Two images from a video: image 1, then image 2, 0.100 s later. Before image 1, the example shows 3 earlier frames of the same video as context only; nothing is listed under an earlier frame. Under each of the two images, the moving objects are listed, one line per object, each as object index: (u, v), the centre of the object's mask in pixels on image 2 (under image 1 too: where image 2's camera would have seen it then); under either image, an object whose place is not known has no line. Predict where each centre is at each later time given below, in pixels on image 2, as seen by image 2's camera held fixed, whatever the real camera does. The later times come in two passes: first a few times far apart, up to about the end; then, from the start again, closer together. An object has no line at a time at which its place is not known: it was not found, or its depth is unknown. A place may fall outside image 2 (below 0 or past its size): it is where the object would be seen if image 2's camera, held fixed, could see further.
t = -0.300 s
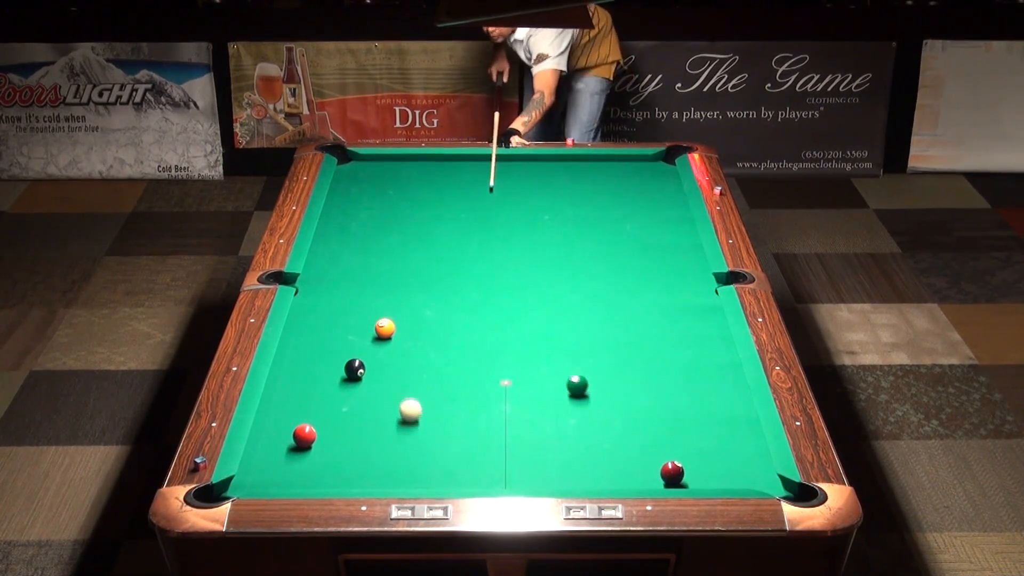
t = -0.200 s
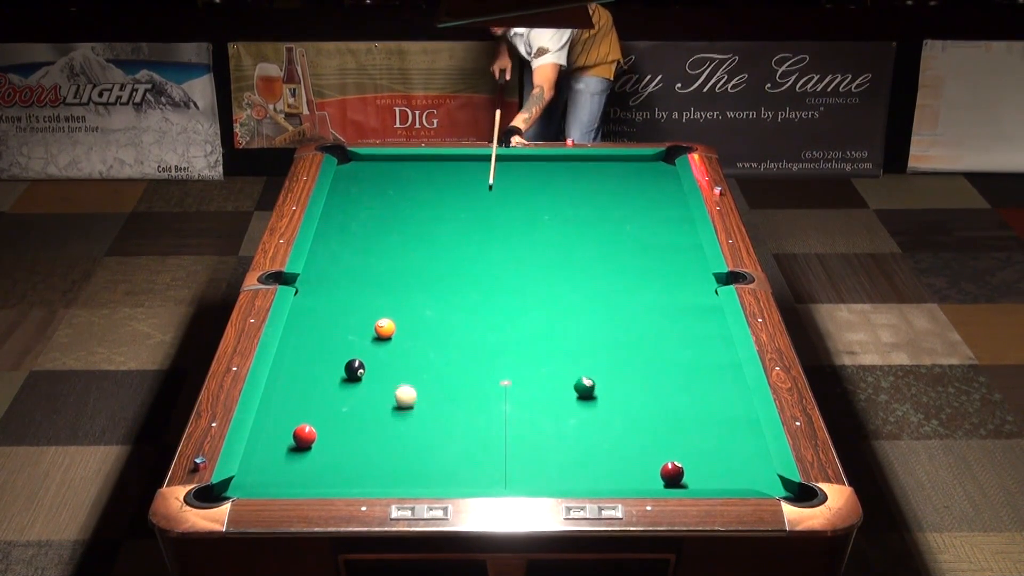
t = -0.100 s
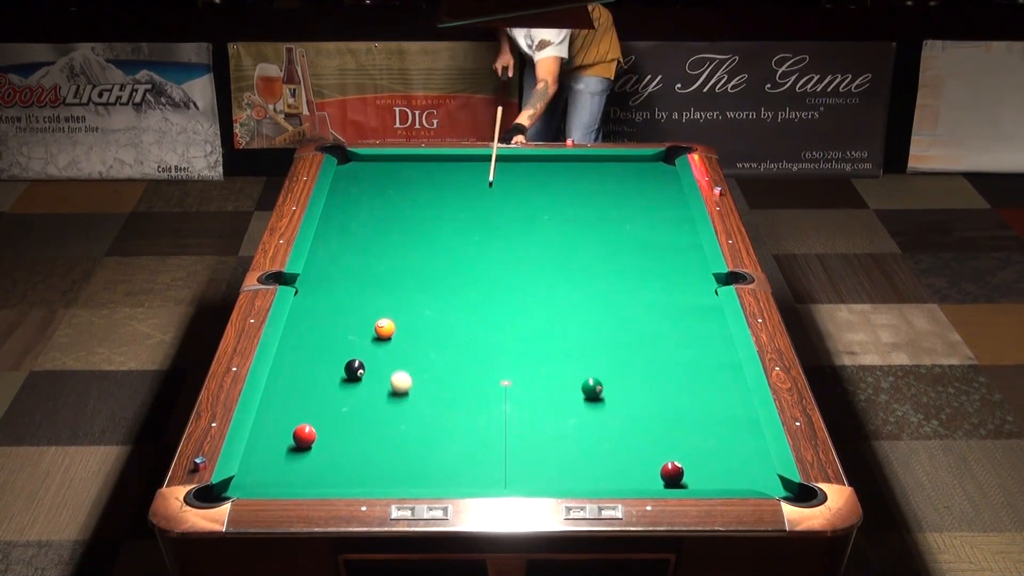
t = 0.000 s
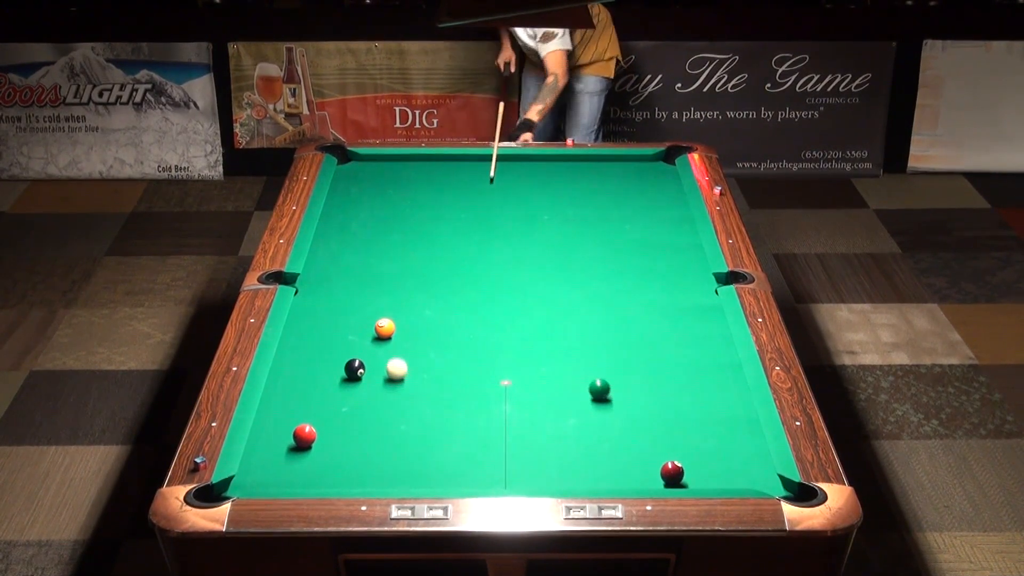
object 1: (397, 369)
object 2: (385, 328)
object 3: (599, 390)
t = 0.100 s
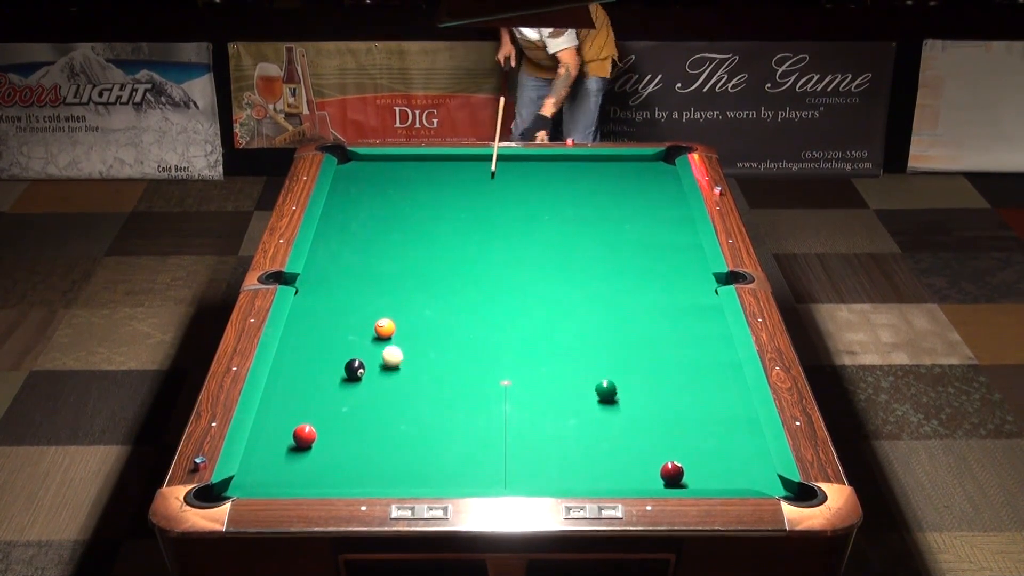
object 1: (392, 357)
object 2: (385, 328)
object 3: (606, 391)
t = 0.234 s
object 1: (387, 341)
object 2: (384, 326)
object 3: (615, 393)
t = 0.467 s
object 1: (381, 333)
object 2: (382, 313)
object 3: (629, 396)
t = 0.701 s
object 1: (376, 328)
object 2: (378, 298)
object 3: (642, 399)
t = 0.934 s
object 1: (372, 323)
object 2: (375, 284)
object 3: (653, 401)
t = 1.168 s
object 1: (368, 319)
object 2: (373, 272)
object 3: (663, 403)
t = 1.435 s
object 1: (364, 316)
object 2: (370, 259)
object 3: (673, 404)
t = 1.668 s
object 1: (362, 313)
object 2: (368, 249)
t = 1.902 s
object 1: (359, 311)
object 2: (366, 240)
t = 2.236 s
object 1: (357, 309)
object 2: (363, 227)
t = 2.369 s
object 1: (357, 308)
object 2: (361, 223)
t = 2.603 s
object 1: (356, 308)
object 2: (360, 215)
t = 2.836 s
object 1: (356, 308)
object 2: (358, 209)
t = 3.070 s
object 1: (356, 308)
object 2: (356, 203)
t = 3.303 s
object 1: (356, 308)
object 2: (355, 197)
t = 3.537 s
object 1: (356, 308)
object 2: (354, 192)
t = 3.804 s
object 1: (356, 308)
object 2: (352, 187)
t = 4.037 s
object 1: (356, 308)
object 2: (351, 184)
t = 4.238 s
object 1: (356, 308)
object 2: (350, 181)
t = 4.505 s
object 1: (356, 308)
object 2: (349, 177)
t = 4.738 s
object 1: (356, 308)
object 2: (348, 174)
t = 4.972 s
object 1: (356, 308)
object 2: (348, 172)
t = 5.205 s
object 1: (356, 308)
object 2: (348, 170)
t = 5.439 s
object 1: (356, 308)
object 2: (348, 168)
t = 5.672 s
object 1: (356, 308)
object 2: (348, 167)
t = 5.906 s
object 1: (356, 308)
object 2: (348, 167)
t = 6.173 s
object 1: (356, 308)
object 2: (348, 166)
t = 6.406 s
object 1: (356, 308)
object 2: (347, 166)
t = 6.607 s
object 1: (356, 308)
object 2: (347, 166)
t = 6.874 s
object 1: (356, 308)
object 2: (347, 166)
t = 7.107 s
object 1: (356, 308)
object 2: (347, 166)
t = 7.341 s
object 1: (356, 308)
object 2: (347, 166)
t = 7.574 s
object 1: (356, 308)
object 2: (347, 166)
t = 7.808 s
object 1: (356, 308)
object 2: (347, 165)
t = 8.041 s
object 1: (356, 308)
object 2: (347, 166)
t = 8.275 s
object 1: (356, 308)
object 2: (347, 166)
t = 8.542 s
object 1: (356, 308)
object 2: (347, 166)
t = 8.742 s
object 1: (356, 308)
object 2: (347, 166)
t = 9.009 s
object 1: (356, 308)
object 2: (347, 166)
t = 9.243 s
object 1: (356, 308)
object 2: (347, 166)
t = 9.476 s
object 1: (356, 308)
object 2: (347, 166)
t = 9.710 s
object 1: (356, 308)
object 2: (347, 166)
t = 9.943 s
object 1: (356, 308)
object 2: (347, 166)
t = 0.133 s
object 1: (391, 352)
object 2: (384, 328)
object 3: (608, 392)
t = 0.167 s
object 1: (390, 348)
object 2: (385, 328)
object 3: (611, 392)
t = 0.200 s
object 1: (388, 344)
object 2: (384, 327)
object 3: (613, 393)
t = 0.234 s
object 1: (387, 341)
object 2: (384, 326)
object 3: (615, 393)
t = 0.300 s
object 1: (385, 337)
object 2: (384, 322)
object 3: (619, 394)
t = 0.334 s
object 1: (384, 336)
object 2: (383, 320)
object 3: (621, 395)
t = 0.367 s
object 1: (383, 336)
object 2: (383, 318)
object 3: (623, 395)
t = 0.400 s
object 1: (383, 335)
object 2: (383, 316)
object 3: (625, 395)
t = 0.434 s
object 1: (382, 334)
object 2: (382, 314)
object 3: (627, 395)
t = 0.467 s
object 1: (381, 333)
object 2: (382, 313)
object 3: (629, 396)
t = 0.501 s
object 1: (380, 332)
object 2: (381, 311)
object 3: (631, 396)
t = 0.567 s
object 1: (379, 331)
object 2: (380, 306)
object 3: (635, 397)
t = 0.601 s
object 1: (378, 330)
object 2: (380, 304)
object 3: (637, 397)
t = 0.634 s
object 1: (378, 329)
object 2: (379, 302)
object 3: (639, 398)
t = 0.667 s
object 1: (377, 328)
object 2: (379, 300)
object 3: (640, 398)
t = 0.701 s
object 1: (376, 328)
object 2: (378, 298)
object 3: (642, 399)
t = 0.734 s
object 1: (376, 327)
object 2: (378, 296)
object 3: (644, 399)
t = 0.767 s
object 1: (375, 327)
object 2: (378, 294)
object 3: (645, 399)
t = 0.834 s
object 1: (374, 325)
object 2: (377, 290)
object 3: (649, 400)
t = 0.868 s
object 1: (373, 325)
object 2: (376, 288)
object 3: (650, 400)
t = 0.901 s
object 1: (373, 324)
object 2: (376, 286)
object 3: (652, 400)
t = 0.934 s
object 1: (372, 323)
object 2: (375, 284)
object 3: (653, 401)
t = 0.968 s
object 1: (371, 323)
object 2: (375, 283)
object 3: (655, 401)
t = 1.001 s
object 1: (371, 322)
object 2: (375, 281)
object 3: (656, 401)
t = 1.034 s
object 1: (370, 322)
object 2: (374, 279)
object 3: (658, 402)
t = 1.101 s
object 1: (369, 321)
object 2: (374, 275)
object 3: (660, 402)
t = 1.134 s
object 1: (369, 320)
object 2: (373, 274)
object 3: (662, 402)
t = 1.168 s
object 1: (368, 319)
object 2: (373, 272)
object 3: (663, 403)
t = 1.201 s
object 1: (367, 319)
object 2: (373, 270)
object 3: (664, 403)
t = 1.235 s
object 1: (367, 319)
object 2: (372, 268)
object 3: (666, 403)
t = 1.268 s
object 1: (367, 318)
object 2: (372, 267)
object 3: (667, 403)
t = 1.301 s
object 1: (366, 318)
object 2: (371, 265)
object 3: (668, 404)
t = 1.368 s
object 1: (365, 317)
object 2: (371, 262)
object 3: (671, 404)
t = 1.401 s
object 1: (365, 316)
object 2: (371, 261)
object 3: (672, 405)
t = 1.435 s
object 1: (364, 316)
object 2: (370, 259)
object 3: (673, 404)
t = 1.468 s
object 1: (364, 315)
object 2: (370, 258)
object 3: (674, 405)
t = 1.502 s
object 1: (363, 315)
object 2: (370, 256)
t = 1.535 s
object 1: (363, 315)
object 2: (369, 255)
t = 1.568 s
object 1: (363, 314)
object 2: (369, 253)
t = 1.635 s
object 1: (362, 314)
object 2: (368, 250)
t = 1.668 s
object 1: (362, 313)
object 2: (368, 249)
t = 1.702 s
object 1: (361, 313)
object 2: (367, 248)
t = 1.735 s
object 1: (361, 313)
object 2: (367, 246)
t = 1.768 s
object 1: (361, 312)
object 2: (367, 245)
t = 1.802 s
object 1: (360, 312)
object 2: (366, 243)
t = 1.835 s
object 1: (360, 312)
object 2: (366, 242)
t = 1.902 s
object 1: (359, 311)
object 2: (366, 240)
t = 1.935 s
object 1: (359, 311)
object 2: (365, 238)
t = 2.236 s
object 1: (357, 309)
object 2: (363, 227)
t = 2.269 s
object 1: (357, 309)
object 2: (362, 226)
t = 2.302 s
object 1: (357, 309)
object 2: (362, 225)
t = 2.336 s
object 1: (357, 309)
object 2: (362, 224)
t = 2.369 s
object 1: (357, 308)
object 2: (361, 223)
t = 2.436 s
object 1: (356, 308)
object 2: (361, 220)
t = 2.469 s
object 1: (356, 308)
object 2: (361, 220)
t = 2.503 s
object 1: (356, 308)
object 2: (361, 219)
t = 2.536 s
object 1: (356, 308)
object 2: (360, 218)
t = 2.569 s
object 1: (356, 308)
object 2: (360, 217)
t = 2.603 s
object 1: (356, 308)
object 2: (360, 215)
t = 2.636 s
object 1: (356, 308)
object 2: (360, 215)
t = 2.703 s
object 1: (356, 308)
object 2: (359, 213)
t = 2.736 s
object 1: (356, 308)
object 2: (359, 211)
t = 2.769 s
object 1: (356, 308)
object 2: (358, 211)
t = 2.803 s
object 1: (356, 308)
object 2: (358, 210)
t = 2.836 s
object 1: (356, 308)
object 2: (358, 209)
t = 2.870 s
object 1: (356, 308)
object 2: (358, 208)
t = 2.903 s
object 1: (356, 308)
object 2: (357, 207)
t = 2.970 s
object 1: (356, 308)
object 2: (357, 205)
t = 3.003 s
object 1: (356, 308)
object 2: (357, 205)
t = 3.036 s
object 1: (356, 308)
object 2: (356, 204)
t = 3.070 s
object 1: (356, 308)
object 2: (356, 203)
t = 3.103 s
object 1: (356, 308)
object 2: (356, 202)
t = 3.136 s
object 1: (356, 308)
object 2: (356, 201)
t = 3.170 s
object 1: (356, 308)
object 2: (356, 201)
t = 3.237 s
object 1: (356, 308)
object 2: (355, 199)
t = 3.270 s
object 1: (356, 308)
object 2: (355, 198)
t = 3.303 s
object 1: (356, 308)
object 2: (355, 197)
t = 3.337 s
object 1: (356, 308)
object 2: (355, 197)
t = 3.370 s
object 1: (356, 308)
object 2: (355, 196)
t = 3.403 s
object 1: (356, 308)
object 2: (354, 195)
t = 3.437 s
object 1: (356, 308)
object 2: (354, 194)
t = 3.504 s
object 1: (356, 308)
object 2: (354, 193)
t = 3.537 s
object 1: (356, 308)
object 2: (354, 192)
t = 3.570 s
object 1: (356, 308)
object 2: (353, 192)
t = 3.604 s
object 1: (356, 308)
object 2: (353, 191)
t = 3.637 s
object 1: (356, 308)
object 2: (353, 190)
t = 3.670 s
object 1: (356, 308)
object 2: (353, 190)
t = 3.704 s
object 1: (356, 308)
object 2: (353, 189)
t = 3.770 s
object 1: (356, 308)
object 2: (352, 188)
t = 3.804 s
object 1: (356, 308)
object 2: (352, 187)
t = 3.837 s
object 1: (356, 308)
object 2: (352, 187)
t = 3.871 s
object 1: (356, 308)
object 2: (352, 186)
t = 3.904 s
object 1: (356, 308)
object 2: (352, 186)
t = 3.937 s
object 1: (356, 308)
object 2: (352, 185)
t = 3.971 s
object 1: (356, 308)
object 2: (351, 185)
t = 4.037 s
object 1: (356, 308)
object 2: (351, 184)
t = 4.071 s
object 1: (356, 308)
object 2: (351, 183)
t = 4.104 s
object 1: (356, 308)
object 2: (351, 182)
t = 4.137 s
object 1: (356, 308)
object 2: (350, 182)
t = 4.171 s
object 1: (356, 308)
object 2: (350, 181)
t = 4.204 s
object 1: (356, 308)
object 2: (350, 181)
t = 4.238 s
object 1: (356, 308)
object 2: (350, 181)
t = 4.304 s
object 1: (356, 308)
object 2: (349, 179)
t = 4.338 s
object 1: (356, 308)
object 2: (349, 179)
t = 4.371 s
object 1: (356, 308)
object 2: (349, 179)
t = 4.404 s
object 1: (356, 308)
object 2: (349, 178)
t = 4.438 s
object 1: (356, 308)
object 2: (349, 178)
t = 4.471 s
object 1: (356, 308)
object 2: (349, 177)
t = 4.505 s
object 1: (356, 308)
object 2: (349, 177)
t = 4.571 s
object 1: (356, 308)
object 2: (348, 176)
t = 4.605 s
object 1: (356, 308)
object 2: (348, 176)
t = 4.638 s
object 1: (356, 308)
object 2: (348, 175)
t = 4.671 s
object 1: (356, 308)
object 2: (348, 175)
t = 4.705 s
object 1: (356, 308)
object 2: (348, 175)
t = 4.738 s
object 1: (356, 308)
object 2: (348, 174)
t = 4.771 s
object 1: (356, 308)
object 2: (348, 174)
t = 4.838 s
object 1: (356, 308)
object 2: (347, 173)
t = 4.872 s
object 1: (356, 308)
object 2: (348, 173)
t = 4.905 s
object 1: (356, 308)
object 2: (348, 173)
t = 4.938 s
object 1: (356, 308)
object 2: (348, 172)
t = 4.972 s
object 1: (356, 308)
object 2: (348, 172)
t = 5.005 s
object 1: (356, 308)
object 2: (348, 171)
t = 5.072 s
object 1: (356, 308)
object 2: (348, 171)
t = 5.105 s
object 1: (356, 308)
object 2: (348, 171)
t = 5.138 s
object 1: (356, 308)
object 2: (348, 171)
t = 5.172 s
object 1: (356, 308)
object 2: (348, 170)
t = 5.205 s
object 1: (356, 308)
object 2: (348, 170)
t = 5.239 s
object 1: (356, 308)
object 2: (348, 170)
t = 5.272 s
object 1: (356, 308)
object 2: (348, 170)
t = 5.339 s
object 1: (356, 308)
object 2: (348, 169)
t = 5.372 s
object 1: (356, 308)
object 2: (348, 169)
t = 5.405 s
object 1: (356, 308)
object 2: (348, 169)
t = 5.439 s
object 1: (356, 308)
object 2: (348, 168)
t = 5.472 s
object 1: (356, 308)
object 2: (348, 168)
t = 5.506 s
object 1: (356, 308)
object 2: (348, 168)
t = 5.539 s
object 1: (356, 308)
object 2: (348, 168)
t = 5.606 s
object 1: (356, 308)
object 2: (348, 168)
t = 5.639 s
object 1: (356, 308)
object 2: (348, 167)
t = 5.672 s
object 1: (356, 308)
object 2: (348, 167)
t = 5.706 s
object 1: (356, 308)
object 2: (348, 167)
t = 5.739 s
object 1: (356, 308)
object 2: (348, 167)
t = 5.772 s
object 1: (356, 308)
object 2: (348, 167)
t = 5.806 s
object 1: (356, 308)
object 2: (348, 167)
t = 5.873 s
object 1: (356, 308)
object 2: (348, 167)
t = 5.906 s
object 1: (356, 308)
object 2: (348, 167)
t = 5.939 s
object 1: (356, 308)
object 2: (348, 166)
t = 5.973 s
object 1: (356, 308)
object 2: (348, 166)
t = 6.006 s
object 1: (356, 308)
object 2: (348, 166)
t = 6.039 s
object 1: (356, 308)
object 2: (348, 166)
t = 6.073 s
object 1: (356, 308)
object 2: (348, 166)
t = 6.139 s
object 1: (356, 308)
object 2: (348, 166)
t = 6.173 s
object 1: (356, 308)
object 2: (348, 166)
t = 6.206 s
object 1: (356, 308)
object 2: (348, 166)
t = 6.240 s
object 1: (356, 308)
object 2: (348, 166)
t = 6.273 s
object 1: (356, 308)
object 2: (348, 166)
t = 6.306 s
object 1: (356, 308)
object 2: (347, 166)
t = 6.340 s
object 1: (356, 308)
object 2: (347, 166)
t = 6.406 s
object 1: (356, 308)
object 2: (347, 166)
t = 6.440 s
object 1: (356, 308)
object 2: (347, 166)
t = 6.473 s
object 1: (356, 308)
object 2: (347, 166)
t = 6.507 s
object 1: (356, 308)
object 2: (347, 166)
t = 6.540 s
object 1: (356, 308)
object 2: (347, 165)
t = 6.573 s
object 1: (356, 308)
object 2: (347, 166)
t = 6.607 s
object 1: (356, 308)
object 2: (347, 166)
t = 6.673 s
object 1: (356, 308)
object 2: (347, 166)
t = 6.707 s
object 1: (356, 308)
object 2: (347, 166)
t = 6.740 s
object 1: (356, 308)
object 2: (347, 166)
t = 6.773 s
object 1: (356, 308)
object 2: (347, 166)
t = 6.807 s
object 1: (356, 308)
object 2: (347, 166)
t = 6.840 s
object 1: (356, 308)
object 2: (347, 166)
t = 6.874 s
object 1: (356, 308)
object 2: (347, 166)
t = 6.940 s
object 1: (356, 308)
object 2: (347, 166)
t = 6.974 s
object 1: (356, 308)
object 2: (347, 166)
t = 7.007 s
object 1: (356, 308)
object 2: (347, 166)
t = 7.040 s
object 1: (356, 308)
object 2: (347, 166)
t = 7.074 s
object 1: (356, 308)
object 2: (347, 166)
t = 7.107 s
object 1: (356, 308)
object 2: (347, 166)
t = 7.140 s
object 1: (356, 308)
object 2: (347, 166)
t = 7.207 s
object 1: (356, 308)
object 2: (347, 166)
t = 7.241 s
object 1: (356, 308)
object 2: (347, 166)
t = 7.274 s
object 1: (356, 308)
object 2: (347, 166)
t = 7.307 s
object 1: (356, 308)
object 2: (347, 166)
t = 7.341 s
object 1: (356, 308)
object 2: (347, 166)
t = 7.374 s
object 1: (356, 308)
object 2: (347, 166)
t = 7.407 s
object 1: (356, 308)
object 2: (347, 166)
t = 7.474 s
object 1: (356, 308)
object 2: (347, 166)
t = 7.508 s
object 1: (356, 308)
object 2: (347, 166)
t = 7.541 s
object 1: (356, 308)
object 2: (347, 166)
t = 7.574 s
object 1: (356, 308)
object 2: (347, 166)
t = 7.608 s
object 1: (356, 308)
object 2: (347, 166)
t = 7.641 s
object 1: (356, 308)
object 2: (347, 166)
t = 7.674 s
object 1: (356, 308)
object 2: (347, 166)
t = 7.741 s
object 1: (356, 308)
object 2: (347, 165)
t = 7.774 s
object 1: (356, 308)
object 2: (347, 166)
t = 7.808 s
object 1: (356, 308)
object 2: (347, 165)
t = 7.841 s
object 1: (356, 308)
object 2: (347, 165)
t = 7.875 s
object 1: (356, 308)
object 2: (347, 165)
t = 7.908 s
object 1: (356, 308)
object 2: (347, 165)
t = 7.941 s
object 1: (356, 308)
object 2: (347, 166)
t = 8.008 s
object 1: (356, 308)
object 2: (347, 166)
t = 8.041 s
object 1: (356, 308)
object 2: (347, 166)
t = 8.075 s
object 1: (356, 308)
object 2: (347, 166)
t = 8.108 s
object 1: (356, 308)
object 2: (347, 166)
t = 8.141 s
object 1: (356, 308)
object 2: (347, 166)
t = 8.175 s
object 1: (356, 308)
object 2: (347, 166)
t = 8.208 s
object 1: (356, 308)
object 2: (347, 165)
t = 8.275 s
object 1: (356, 308)
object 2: (347, 166)
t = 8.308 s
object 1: (356, 308)
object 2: (347, 166)
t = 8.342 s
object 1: (356, 308)
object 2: (347, 166)
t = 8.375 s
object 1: (356, 308)
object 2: (347, 166)
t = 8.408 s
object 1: (356, 308)
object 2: (347, 166)
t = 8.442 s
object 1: (356, 308)
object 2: (347, 166)
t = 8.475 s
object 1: (356, 308)
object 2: (347, 166)
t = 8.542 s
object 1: (356, 308)
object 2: (347, 166)
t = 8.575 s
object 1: (356, 308)
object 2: (347, 166)
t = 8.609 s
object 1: (356, 308)
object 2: (347, 166)
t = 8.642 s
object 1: (356, 308)
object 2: (347, 166)
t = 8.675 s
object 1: (356, 308)
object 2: (347, 166)
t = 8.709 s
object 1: (356, 308)
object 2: (347, 166)
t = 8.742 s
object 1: (356, 308)
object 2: (347, 166)
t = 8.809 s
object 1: (356, 308)
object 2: (347, 166)
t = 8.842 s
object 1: (356, 308)
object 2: (347, 166)
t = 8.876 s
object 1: (356, 308)
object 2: (347, 166)
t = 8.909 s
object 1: (356, 308)
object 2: (347, 166)
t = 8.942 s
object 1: (356, 308)
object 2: (347, 166)
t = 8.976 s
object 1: (356, 308)
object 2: (347, 166)
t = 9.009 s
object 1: (356, 308)
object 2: (347, 166)
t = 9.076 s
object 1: (356, 308)
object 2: (347, 166)
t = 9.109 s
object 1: (356, 308)
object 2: (347, 166)
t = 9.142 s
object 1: (356, 308)
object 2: (347, 166)
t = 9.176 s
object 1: (356, 308)
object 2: (347, 166)
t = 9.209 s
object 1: (356, 308)
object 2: (347, 166)
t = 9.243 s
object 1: (356, 308)
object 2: (347, 166)
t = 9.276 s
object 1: (356, 308)
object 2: (347, 166)
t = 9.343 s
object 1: (356, 308)
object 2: (347, 166)
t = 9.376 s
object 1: (356, 308)
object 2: (347, 166)
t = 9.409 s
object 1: (356, 308)
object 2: (347, 166)
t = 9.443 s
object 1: (356, 308)
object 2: (347, 166)
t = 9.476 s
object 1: (356, 308)
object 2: (347, 166)
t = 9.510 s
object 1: (356, 308)
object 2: (347, 166)
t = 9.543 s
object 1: (356, 308)
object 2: (347, 166)
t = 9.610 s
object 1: (356, 308)
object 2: (347, 166)
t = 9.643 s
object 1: (356, 308)
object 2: (347, 166)
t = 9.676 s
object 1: (356, 308)
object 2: (347, 166)
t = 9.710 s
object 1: (356, 308)
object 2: (347, 166)
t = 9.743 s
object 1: (356, 308)
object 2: (347, 166)
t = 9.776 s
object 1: (356, 308)
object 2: (347, 166)
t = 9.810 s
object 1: (356, 308)
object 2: (347, 166)
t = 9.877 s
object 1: (356, 308)
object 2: (347, 166)
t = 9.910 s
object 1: (356, 308)
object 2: (347, 166)
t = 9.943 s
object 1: (356, 308)
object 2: (347, 166)
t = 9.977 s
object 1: (356, 308)
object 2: (347, 166)
